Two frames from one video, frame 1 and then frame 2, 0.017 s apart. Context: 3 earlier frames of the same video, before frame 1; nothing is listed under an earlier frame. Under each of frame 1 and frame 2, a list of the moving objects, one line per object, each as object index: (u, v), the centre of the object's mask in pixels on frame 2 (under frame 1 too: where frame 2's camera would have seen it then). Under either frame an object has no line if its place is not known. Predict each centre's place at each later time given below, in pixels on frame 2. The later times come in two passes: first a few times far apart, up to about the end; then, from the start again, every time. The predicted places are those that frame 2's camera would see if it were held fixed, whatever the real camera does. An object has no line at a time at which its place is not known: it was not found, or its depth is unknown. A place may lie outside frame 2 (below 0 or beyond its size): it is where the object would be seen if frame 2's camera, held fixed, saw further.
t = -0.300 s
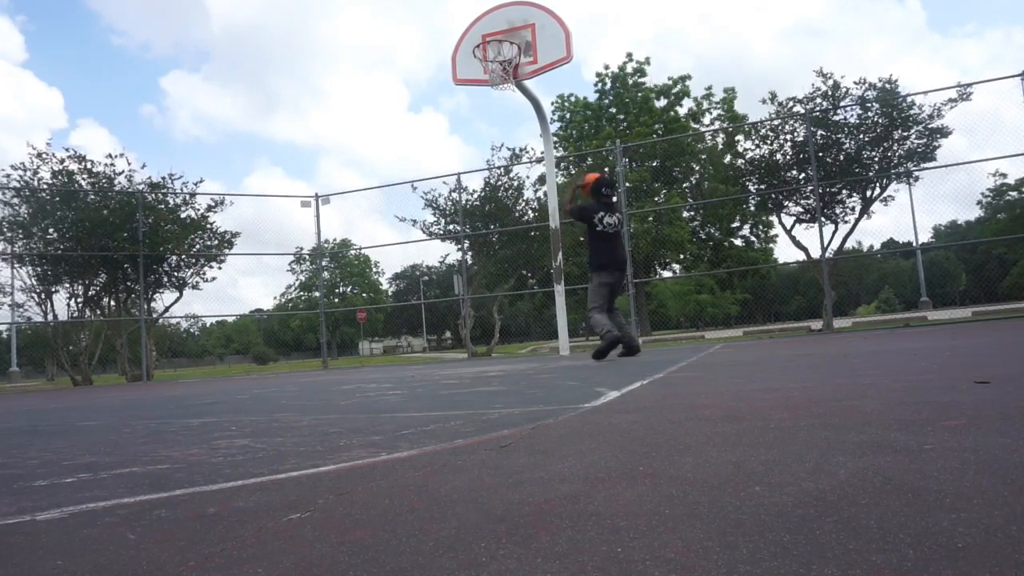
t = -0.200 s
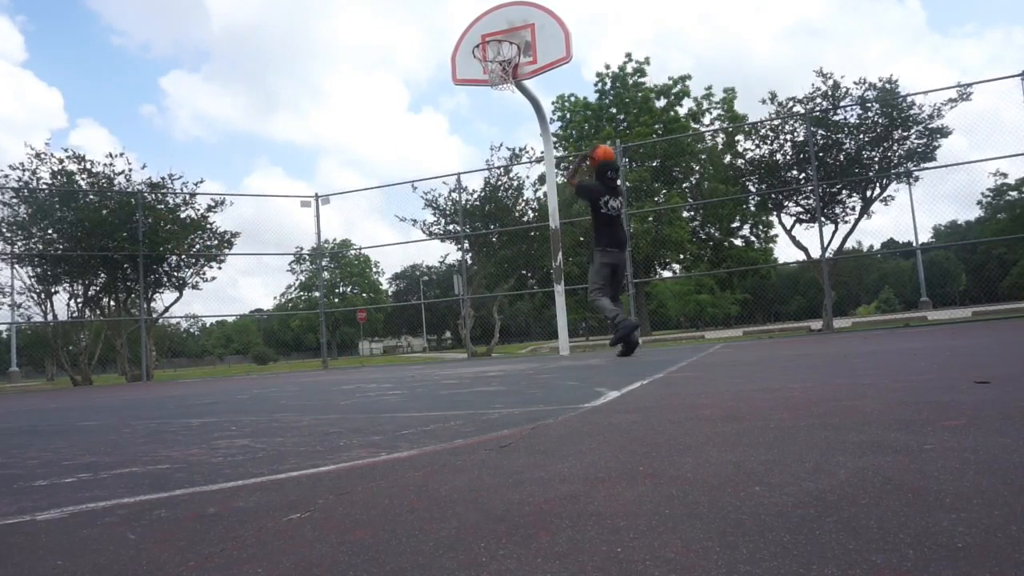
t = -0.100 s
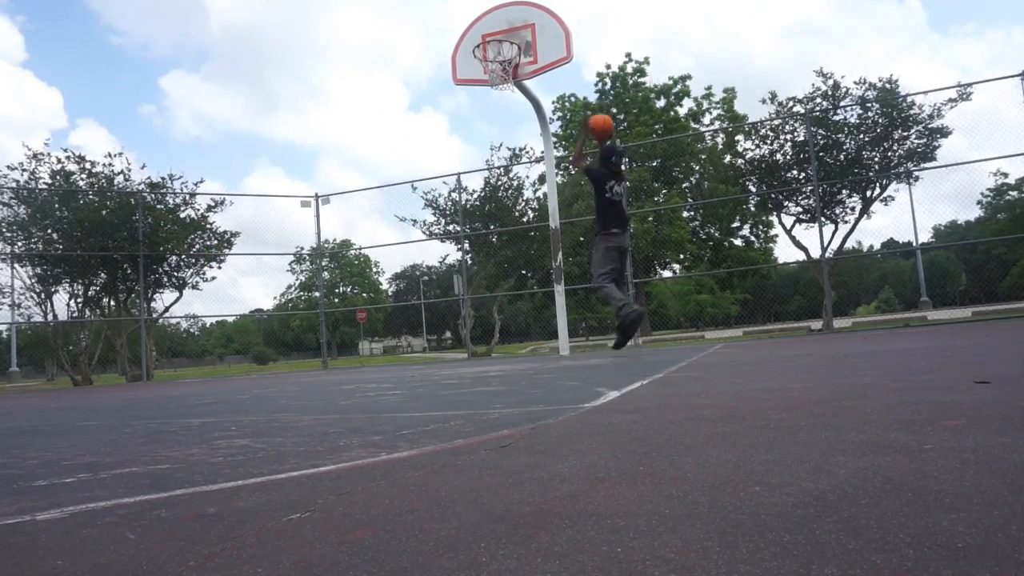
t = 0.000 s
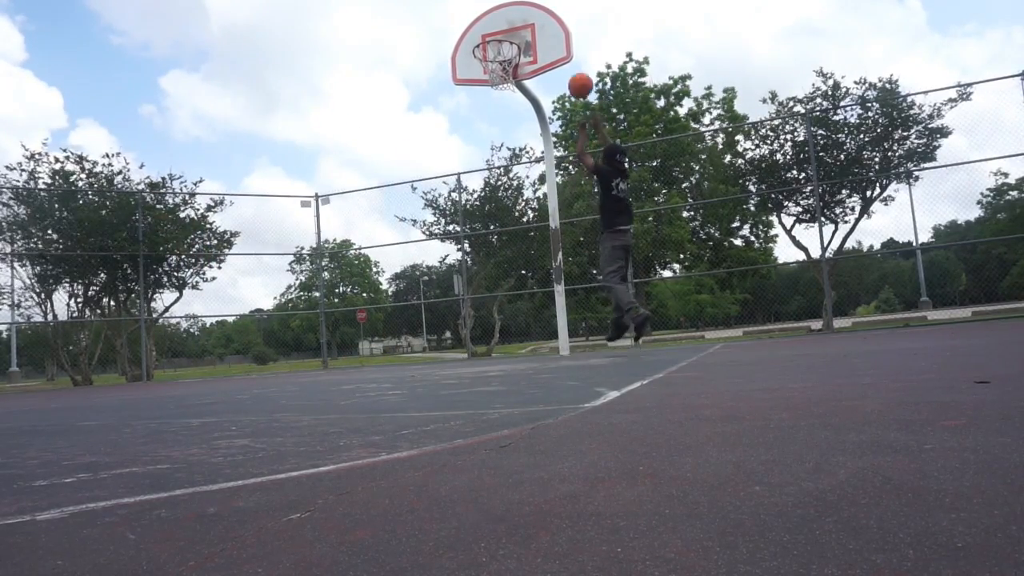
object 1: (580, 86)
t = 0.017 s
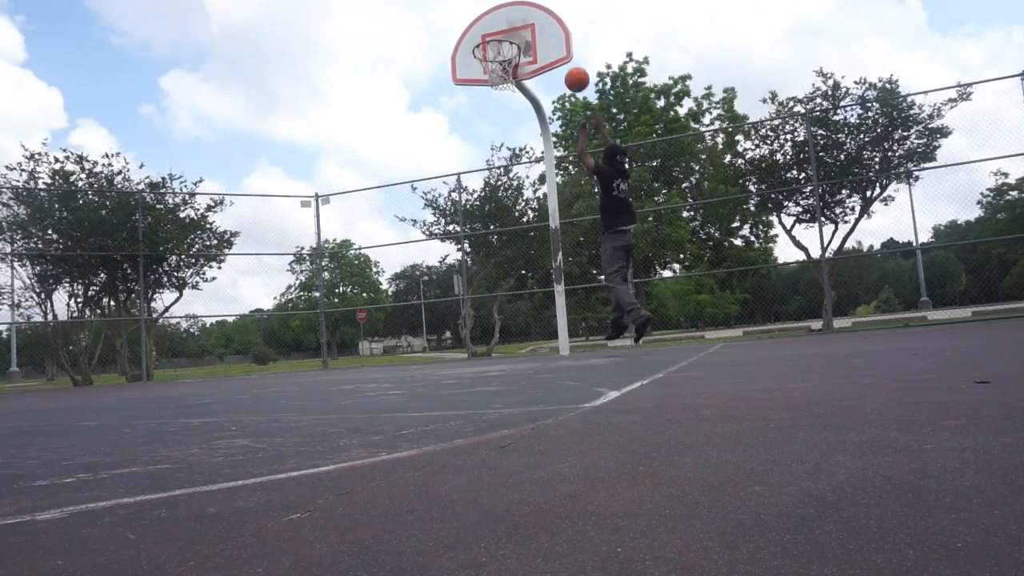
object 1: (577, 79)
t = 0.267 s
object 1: (530, 30)
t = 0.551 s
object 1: (492, 28)
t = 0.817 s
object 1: (512, 37)
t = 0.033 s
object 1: (573, 74)
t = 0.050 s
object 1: (569, 68)
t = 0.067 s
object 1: (566, 64)
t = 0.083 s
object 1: (563, 59)
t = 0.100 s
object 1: (559, 55)
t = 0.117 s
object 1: (556, 51)
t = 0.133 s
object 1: (553, 48)
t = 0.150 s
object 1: (549, 44)
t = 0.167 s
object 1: (547, 42)
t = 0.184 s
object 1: (544, 39)
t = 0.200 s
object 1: (540, 36)
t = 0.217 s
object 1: (538, 35)
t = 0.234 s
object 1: (535, 33)
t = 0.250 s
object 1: (532, 31)
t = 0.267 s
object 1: (530, 30)
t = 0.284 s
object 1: (526, 28)
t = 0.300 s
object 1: (524, 29)
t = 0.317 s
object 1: (522, 28)
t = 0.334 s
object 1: (519, 27)
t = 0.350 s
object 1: (517, 26)
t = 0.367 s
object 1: (515, 25)
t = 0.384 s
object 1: (513, 24)
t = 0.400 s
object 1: (511, 23)
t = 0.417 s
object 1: (509, 23)
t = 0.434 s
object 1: (506, 22)
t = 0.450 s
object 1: (504, 22)
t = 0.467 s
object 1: (502, 23)
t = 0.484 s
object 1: (500, 24)
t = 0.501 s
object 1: (499, 24)
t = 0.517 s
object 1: (496, 25)
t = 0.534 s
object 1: (494, 26)
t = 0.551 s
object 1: (492, 28)
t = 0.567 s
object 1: (490, 29)
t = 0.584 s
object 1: (488, 32)
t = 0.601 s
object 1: (486, 34)
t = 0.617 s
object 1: (484, 37)
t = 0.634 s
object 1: (483, 40)
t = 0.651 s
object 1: (481, 42)
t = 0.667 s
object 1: (483, 42)
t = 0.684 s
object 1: (488, 41)
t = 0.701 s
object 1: (491, 40)
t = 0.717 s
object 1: (495, 40)
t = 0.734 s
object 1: (499, 40)
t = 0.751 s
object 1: (502, 40)
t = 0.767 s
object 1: (508, 40)
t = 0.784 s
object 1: (511, 40)
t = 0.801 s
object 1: (512, 39)
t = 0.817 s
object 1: (512, 37)
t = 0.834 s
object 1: (512, 35)
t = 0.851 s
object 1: (512, 32)
